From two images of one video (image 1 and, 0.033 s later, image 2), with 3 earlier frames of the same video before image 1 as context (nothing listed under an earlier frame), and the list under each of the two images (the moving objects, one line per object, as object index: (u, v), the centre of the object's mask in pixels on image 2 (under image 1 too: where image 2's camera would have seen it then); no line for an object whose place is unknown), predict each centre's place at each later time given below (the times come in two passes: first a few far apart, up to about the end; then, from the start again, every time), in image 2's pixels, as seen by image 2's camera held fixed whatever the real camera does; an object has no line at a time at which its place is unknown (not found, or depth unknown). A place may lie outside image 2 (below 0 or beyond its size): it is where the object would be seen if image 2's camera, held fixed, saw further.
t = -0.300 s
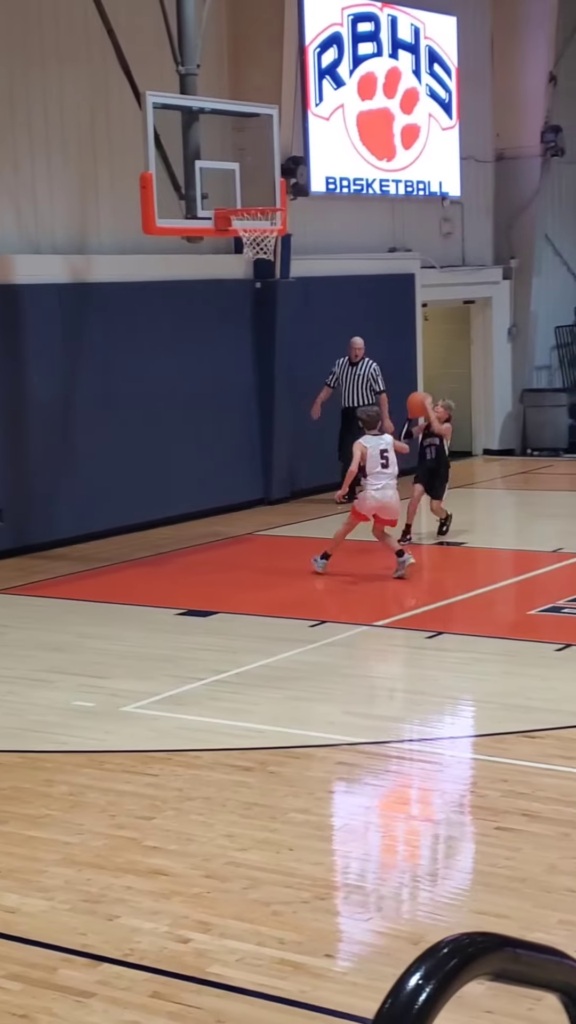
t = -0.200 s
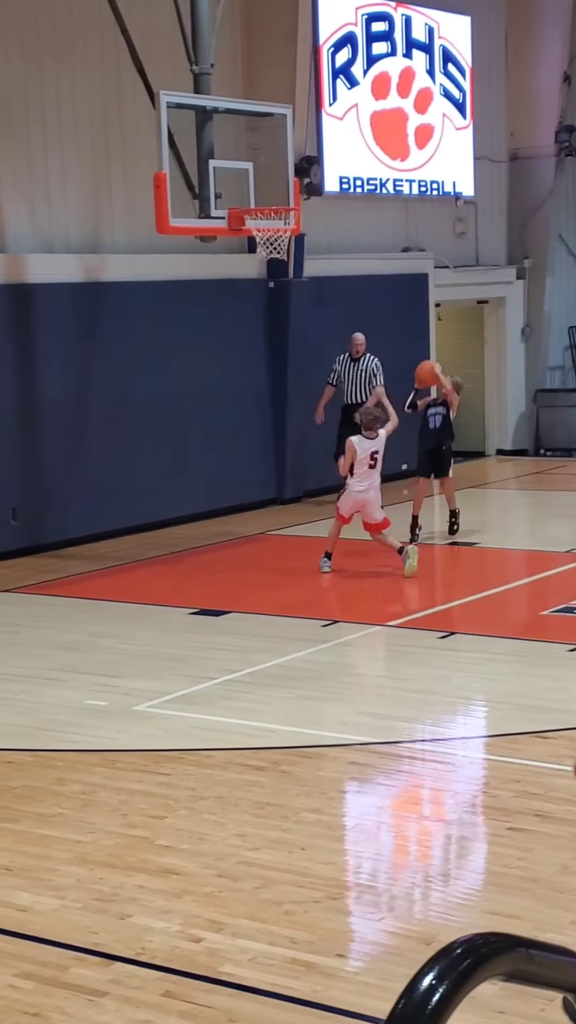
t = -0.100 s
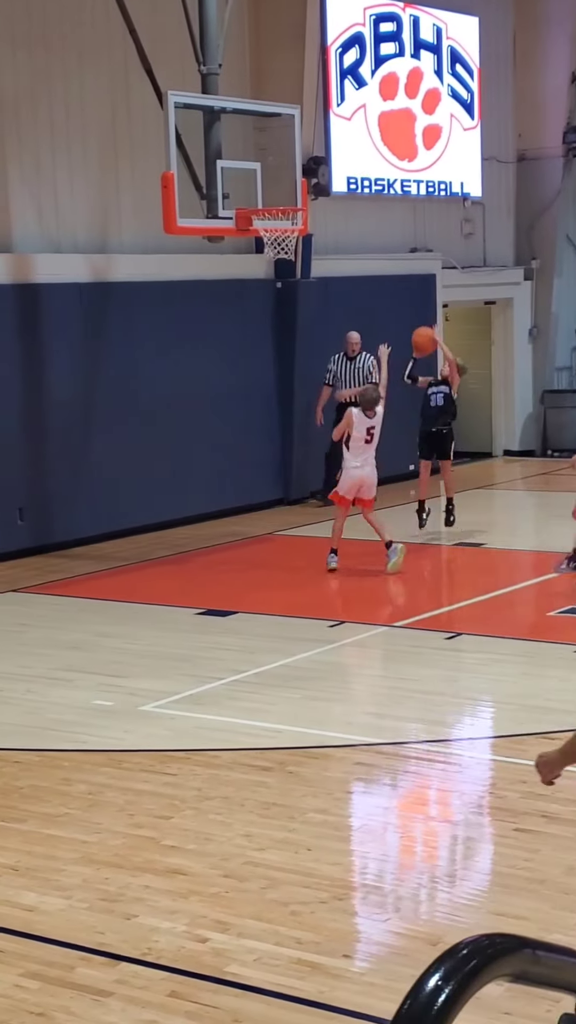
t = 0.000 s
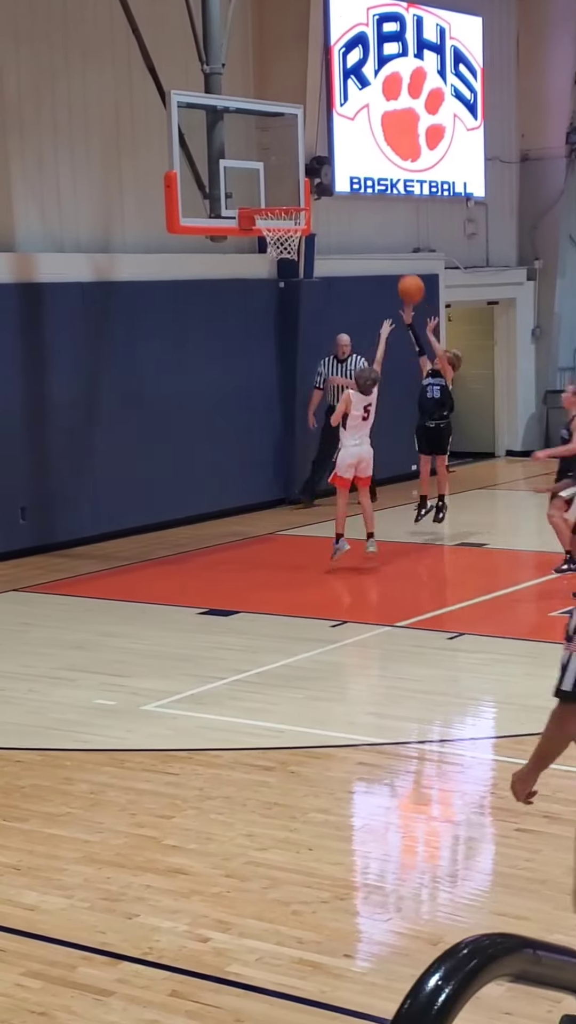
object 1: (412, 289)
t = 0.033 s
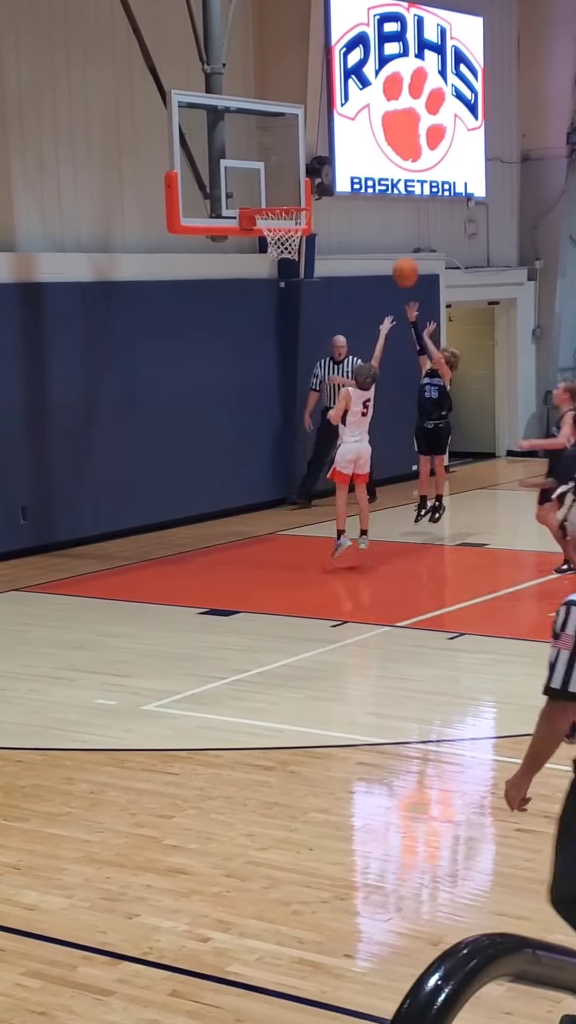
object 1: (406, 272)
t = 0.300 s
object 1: (351, 170)
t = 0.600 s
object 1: (291, 148)
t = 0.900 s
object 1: (231, 235)
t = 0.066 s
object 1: (399, 255)
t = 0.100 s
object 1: (393, 239)
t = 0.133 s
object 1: (386, 224)
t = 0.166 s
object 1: (379, 211)
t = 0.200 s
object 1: (372, 200)
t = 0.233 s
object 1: (365, 189)
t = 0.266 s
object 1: (358, 178)
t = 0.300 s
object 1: (351, 170)
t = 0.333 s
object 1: (344, 162)
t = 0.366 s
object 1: (337, 156)
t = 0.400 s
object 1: (331, 151)
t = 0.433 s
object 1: (324, 147)
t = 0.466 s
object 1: (318, 145)
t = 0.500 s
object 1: (311, 143)
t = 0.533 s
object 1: (304, 144)
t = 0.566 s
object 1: (297, 145)
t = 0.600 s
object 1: (291, 148)
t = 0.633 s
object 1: (284, 152)
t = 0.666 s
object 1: (277, 157)
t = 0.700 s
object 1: (271, 164)
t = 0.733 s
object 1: (264, 173)
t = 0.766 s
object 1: (257, 183)
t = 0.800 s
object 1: (250, 193)
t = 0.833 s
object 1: (244, 204)
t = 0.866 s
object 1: (239, 218)
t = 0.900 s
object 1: (231, 235)
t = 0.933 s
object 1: (225, 251)
